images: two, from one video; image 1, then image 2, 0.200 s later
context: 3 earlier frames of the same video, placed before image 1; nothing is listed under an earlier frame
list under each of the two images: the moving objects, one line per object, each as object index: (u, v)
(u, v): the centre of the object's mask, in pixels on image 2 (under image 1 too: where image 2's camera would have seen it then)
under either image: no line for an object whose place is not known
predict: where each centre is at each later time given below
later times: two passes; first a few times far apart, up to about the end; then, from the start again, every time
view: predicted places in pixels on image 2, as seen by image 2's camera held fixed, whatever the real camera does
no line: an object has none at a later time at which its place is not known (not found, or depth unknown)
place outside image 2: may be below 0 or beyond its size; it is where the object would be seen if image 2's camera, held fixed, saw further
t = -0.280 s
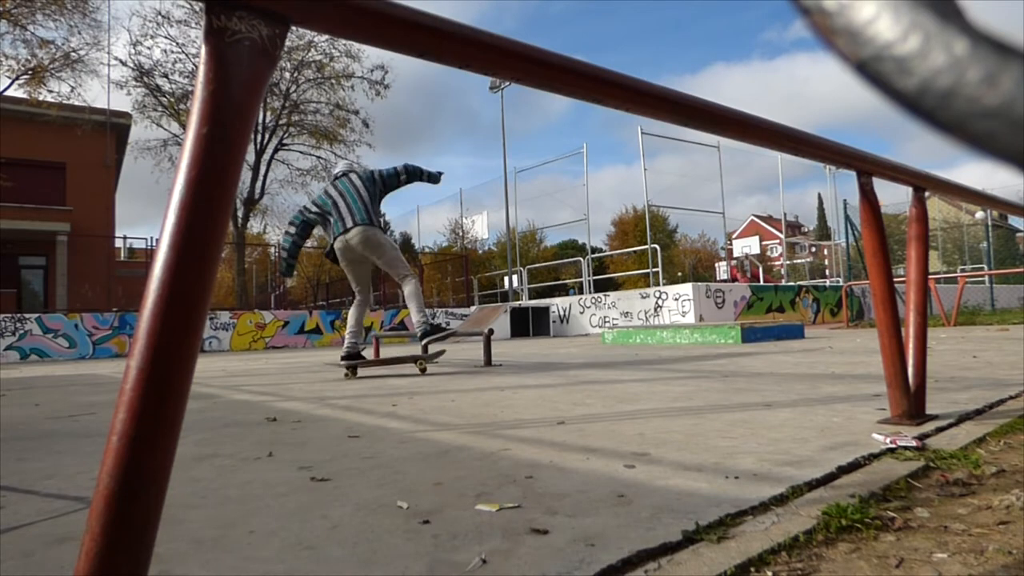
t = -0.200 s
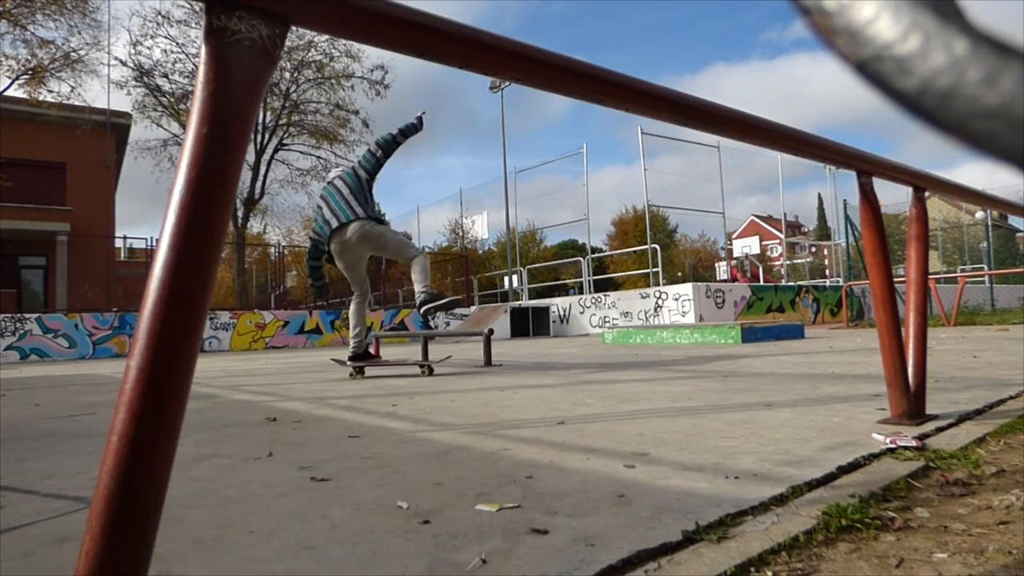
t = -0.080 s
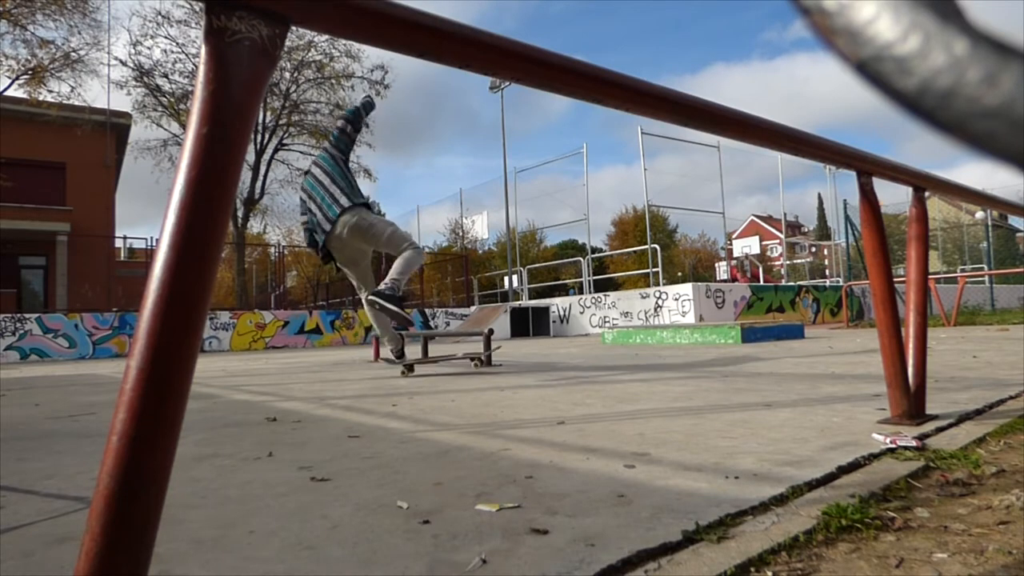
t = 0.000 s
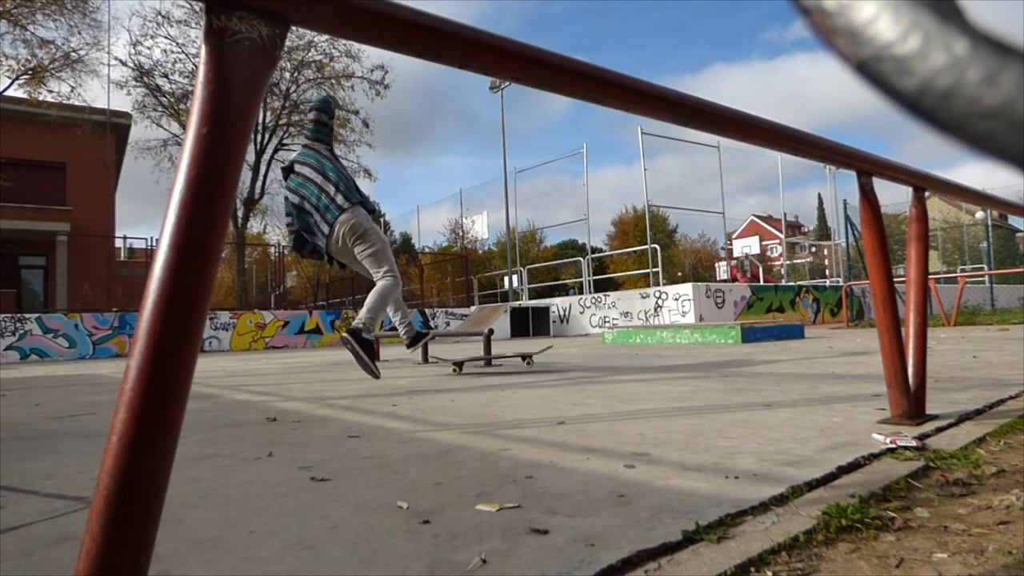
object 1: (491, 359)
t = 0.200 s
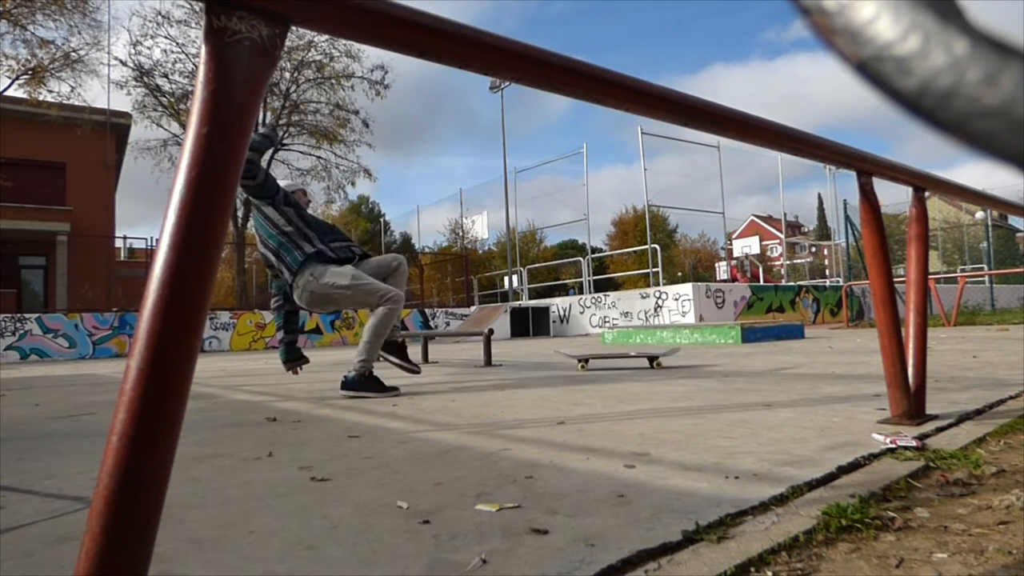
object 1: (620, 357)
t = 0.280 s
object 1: (669, 356)
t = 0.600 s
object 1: (838, 348)
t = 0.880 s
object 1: (994, 341)
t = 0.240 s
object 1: (645, 356)
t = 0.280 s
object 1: (669, 356)
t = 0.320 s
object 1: (697, 355)
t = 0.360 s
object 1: (723, 354)
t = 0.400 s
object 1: (748, 352)
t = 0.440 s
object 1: (773, 351)
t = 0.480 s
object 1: (795, 350)
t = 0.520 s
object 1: (821, 349)
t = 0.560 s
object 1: (833, 349)
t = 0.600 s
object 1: (838, 348)
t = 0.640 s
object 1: (854, 348)
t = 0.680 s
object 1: (949, 343)
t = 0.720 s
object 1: (965, 342)
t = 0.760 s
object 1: (976, 341)
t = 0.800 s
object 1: (976, 342)
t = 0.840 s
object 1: (980, 341)
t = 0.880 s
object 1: (994, 341)
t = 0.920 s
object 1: (1008, 340)
